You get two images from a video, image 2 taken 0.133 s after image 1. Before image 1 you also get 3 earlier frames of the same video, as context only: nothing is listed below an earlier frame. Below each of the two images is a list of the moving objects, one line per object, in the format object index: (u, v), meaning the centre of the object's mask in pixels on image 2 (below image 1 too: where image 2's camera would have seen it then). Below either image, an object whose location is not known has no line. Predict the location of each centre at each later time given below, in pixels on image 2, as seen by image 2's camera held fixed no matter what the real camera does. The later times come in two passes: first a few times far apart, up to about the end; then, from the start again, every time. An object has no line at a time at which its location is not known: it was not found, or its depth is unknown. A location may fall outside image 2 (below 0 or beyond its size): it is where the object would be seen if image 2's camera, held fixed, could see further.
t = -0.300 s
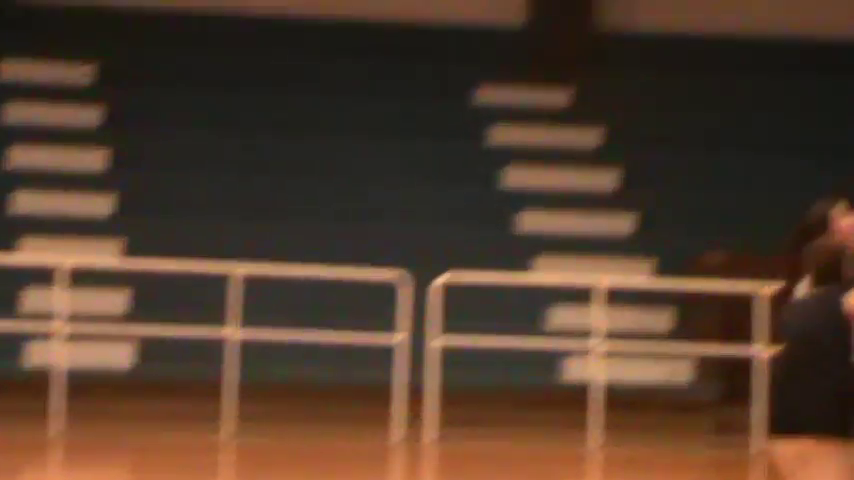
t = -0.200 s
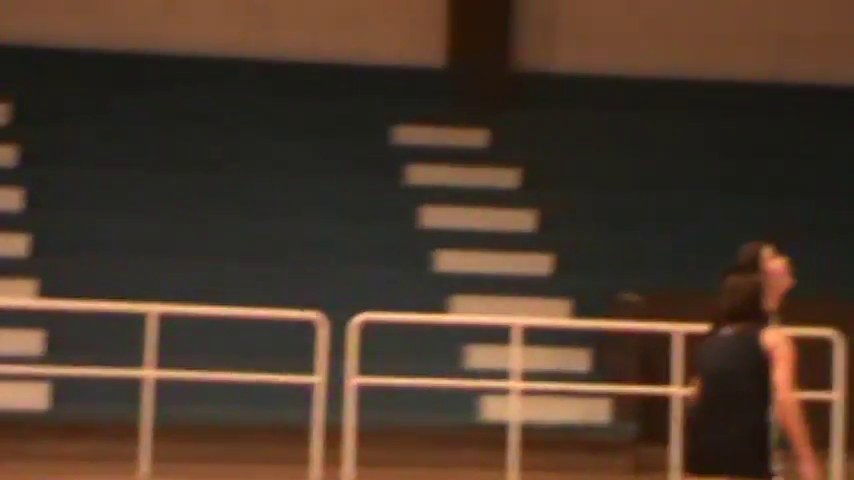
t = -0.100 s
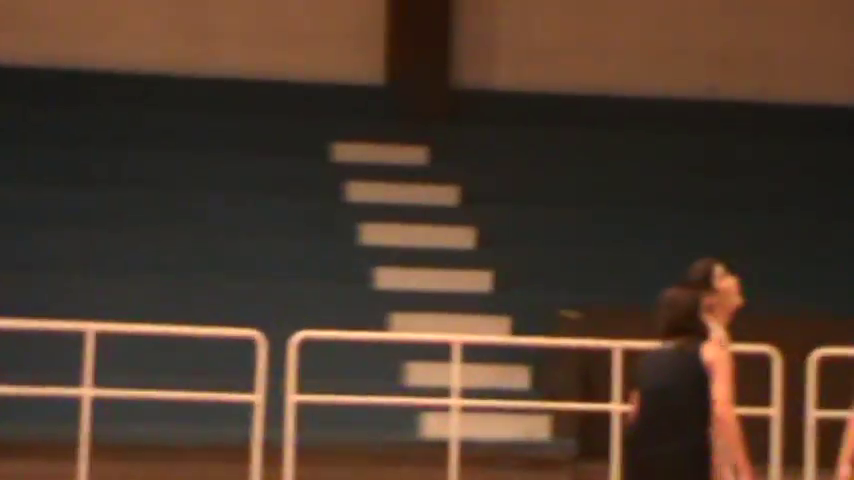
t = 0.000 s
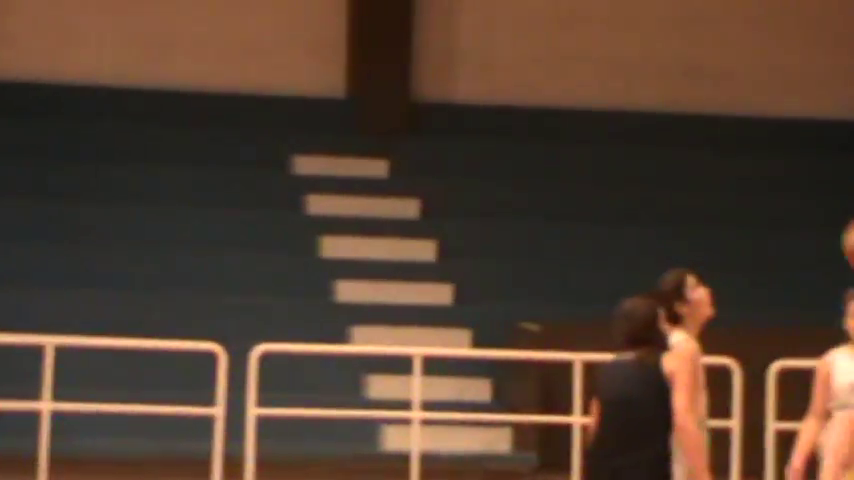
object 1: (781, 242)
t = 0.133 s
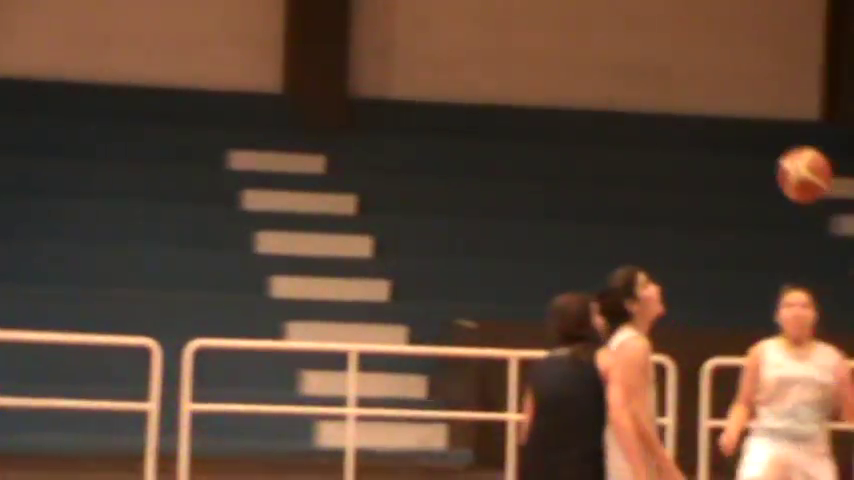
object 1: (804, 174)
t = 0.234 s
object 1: (804, 148)
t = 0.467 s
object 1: (798, 170)
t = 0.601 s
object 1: (792, 234)
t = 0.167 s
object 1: (804, 163)
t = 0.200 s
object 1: (804, 154)
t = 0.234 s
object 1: (804, 148)
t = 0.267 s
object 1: (803, 144)
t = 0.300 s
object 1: (802, 142)
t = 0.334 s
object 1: (802, 143)
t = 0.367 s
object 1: (801, 146)
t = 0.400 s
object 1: (800, 152)
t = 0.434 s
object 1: (799, 159)
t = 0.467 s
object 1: (798, 170)
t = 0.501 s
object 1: (795, 182)
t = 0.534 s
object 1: (794, 197)
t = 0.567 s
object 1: (793, 214)
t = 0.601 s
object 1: (792, 234)
